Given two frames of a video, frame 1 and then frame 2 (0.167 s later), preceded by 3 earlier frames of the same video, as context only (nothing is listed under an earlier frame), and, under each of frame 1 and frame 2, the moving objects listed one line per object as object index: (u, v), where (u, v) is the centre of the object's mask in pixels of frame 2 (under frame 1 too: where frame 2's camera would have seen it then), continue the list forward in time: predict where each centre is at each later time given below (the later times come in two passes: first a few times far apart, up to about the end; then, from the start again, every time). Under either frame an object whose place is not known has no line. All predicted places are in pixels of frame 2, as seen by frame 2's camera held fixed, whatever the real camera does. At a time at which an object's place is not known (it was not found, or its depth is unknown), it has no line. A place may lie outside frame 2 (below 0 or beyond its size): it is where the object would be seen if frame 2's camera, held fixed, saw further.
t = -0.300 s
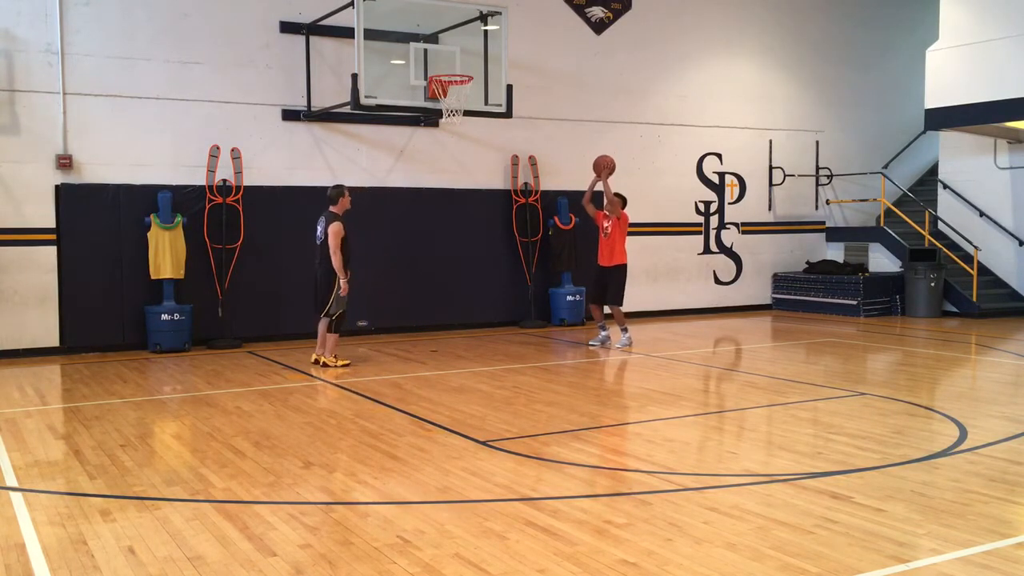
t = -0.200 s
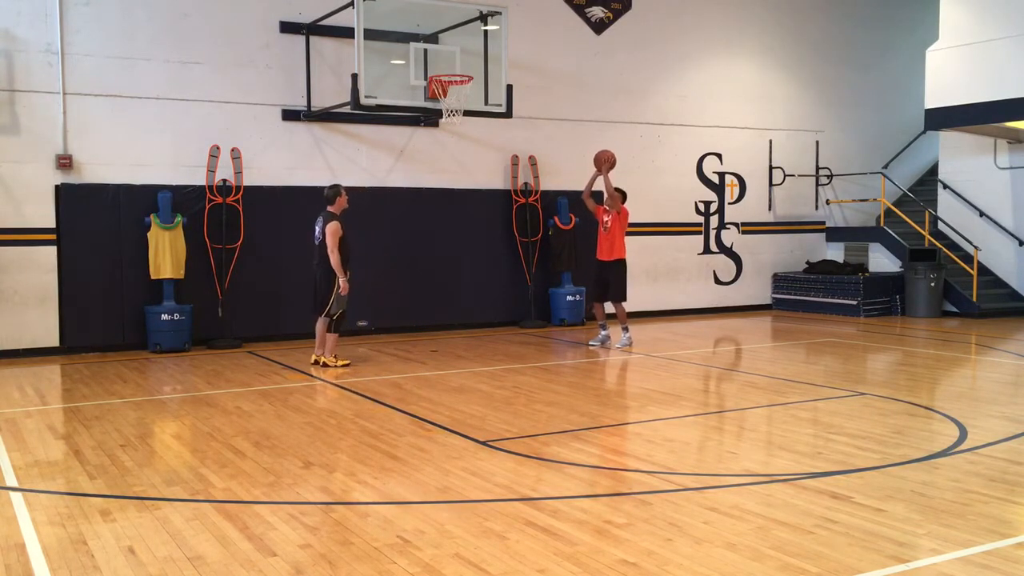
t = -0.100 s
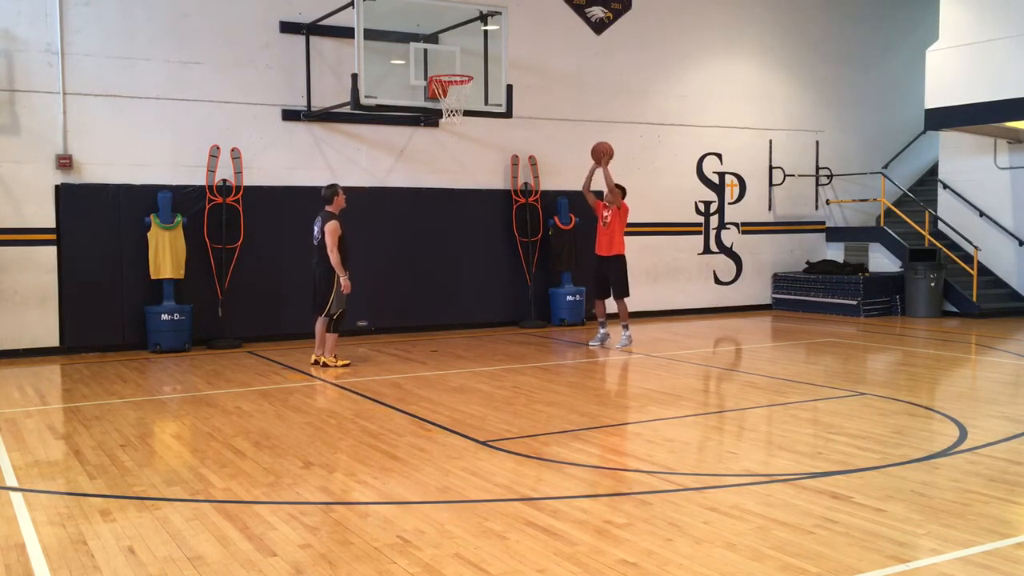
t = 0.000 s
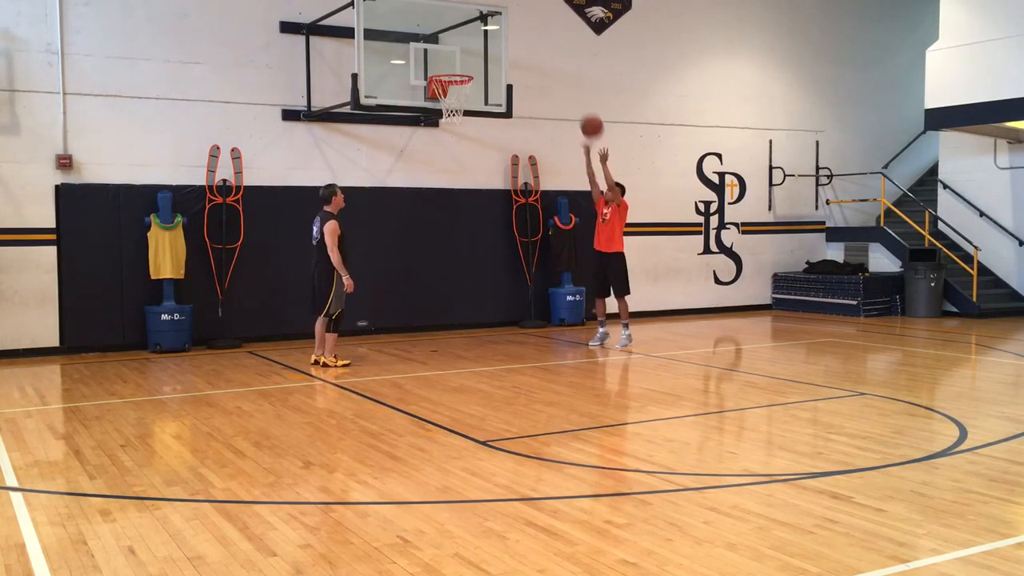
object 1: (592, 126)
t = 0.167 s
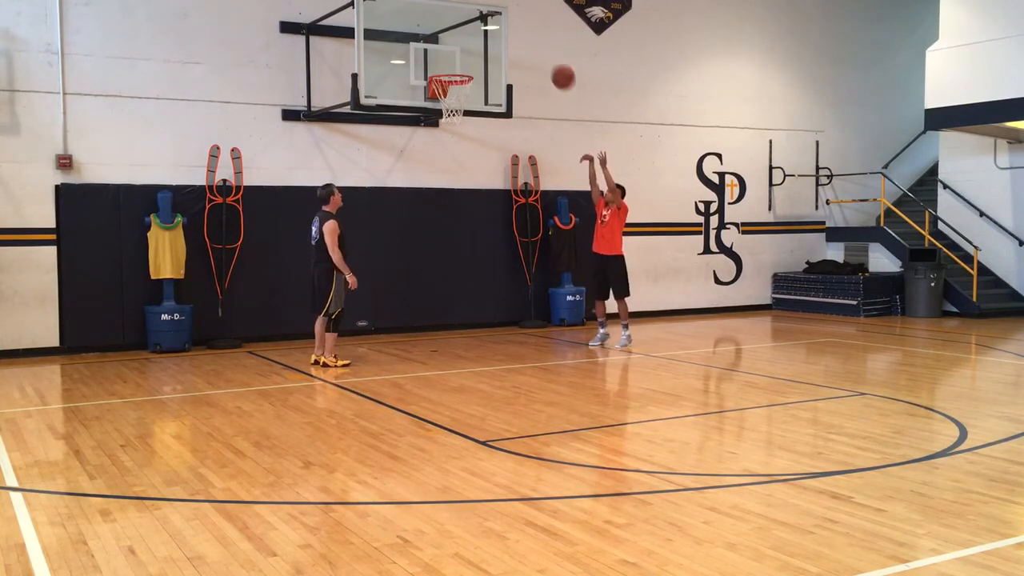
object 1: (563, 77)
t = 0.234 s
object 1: (551, 63)
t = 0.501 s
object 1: (503, 46)
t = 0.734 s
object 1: (473, 58)
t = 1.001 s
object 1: (470, 64)
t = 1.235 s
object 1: (457, 67)
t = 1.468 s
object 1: (446, 111)
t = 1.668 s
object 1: (443, 168)
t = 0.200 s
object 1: (557, 70)
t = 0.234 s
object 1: (551, 63)
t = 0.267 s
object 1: (545, 57)
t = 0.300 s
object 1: (539, 53)
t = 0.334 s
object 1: (533, 49)
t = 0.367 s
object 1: (527, 47)
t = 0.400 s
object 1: (521, 45)
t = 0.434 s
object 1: (515, 45)
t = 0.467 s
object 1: (509, 45)
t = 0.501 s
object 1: (503, 46)
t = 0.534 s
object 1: (498, 49)
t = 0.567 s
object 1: (491, 52)
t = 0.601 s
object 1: (484, 56)
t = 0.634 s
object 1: (479, 61)
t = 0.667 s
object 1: (474, 66)
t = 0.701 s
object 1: (473, 62)
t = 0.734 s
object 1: (473, 58)
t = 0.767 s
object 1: (472, 55)
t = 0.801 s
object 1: (472, 54)
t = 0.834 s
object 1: (472, 53)
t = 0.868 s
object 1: (471, 53)
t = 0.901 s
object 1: (471, 55)
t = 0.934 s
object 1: (471, 57)
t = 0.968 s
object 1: (470, 60)
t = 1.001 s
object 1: (470, 64)
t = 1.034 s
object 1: (469, 64)
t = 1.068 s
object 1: (467, 62)
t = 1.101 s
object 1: (465, 62)
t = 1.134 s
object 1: (463, 62)
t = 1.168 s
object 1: (461, 63)
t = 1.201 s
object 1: (459, 65)
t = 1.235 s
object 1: (457, 67)
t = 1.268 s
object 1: (456, 70)
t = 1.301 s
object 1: (454, 72)
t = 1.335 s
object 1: (453, 73)
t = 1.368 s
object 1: (453, 92)
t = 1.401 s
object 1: (449, 99)
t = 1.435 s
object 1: (447, 106)
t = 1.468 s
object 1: (446, 111)
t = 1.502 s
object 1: (446, 122)
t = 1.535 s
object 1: (445, 127)
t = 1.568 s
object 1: (445, 136)
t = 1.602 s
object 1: (444, 145)
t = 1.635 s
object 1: (443, 156)
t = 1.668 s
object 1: (443, 168)
